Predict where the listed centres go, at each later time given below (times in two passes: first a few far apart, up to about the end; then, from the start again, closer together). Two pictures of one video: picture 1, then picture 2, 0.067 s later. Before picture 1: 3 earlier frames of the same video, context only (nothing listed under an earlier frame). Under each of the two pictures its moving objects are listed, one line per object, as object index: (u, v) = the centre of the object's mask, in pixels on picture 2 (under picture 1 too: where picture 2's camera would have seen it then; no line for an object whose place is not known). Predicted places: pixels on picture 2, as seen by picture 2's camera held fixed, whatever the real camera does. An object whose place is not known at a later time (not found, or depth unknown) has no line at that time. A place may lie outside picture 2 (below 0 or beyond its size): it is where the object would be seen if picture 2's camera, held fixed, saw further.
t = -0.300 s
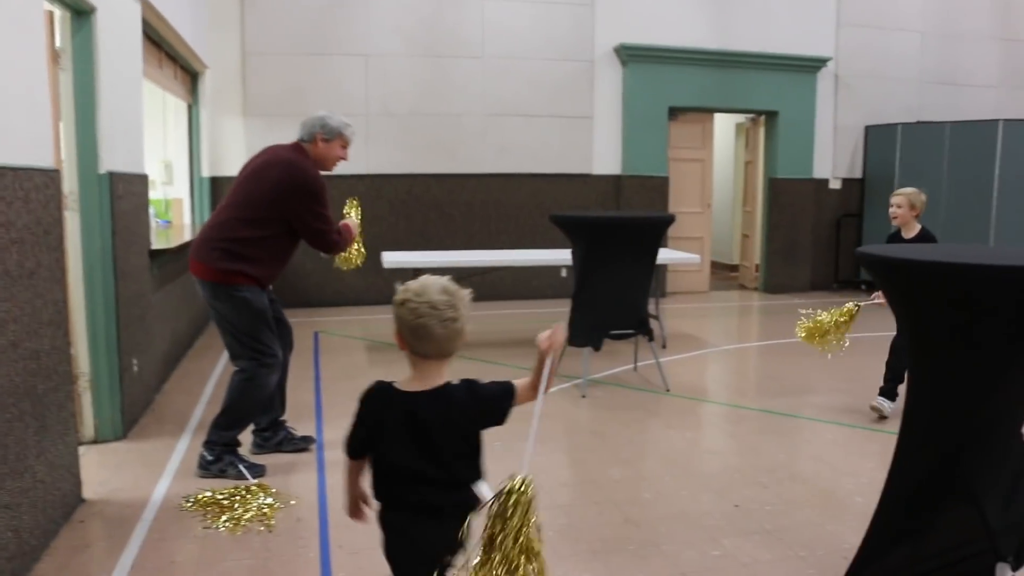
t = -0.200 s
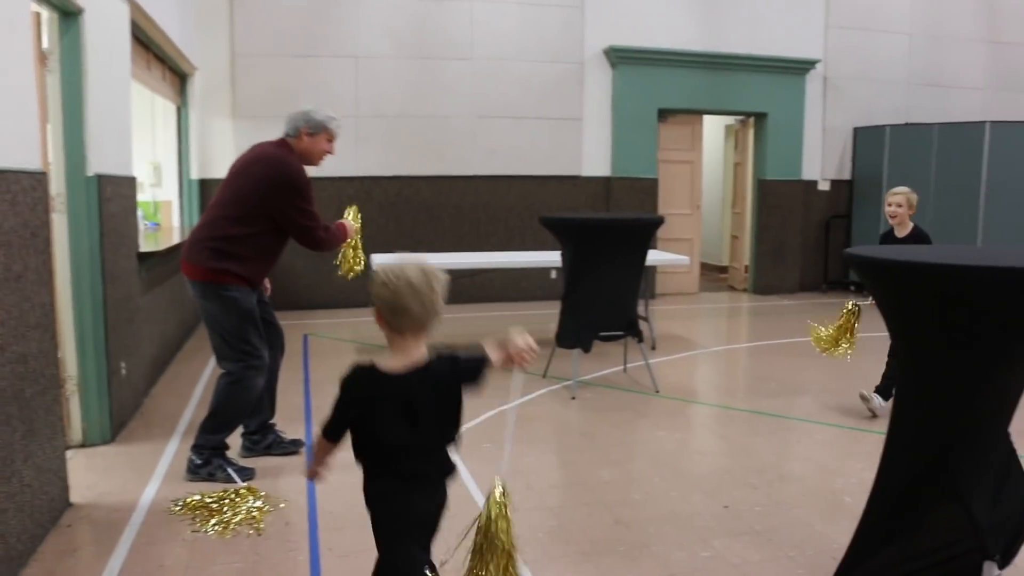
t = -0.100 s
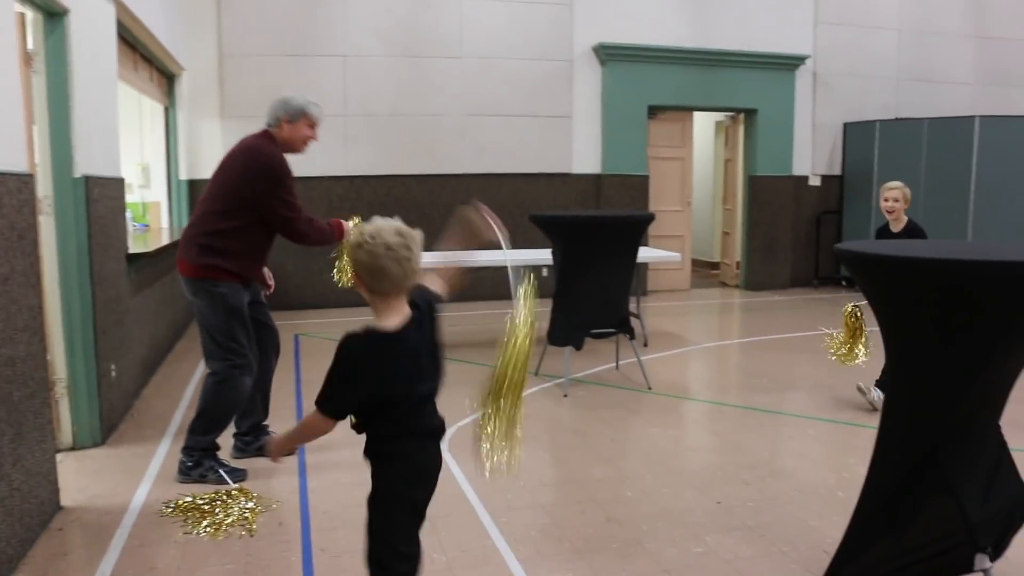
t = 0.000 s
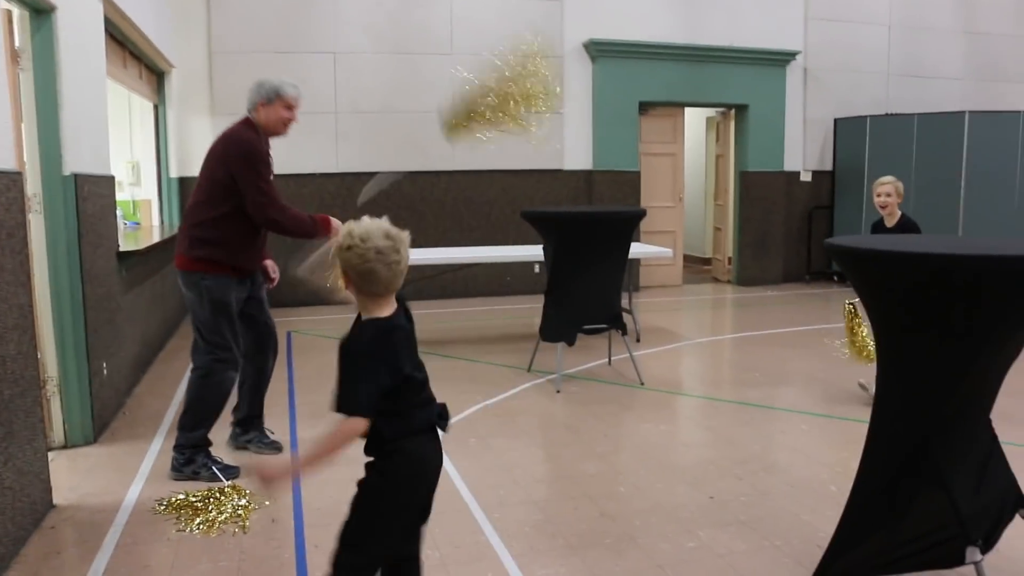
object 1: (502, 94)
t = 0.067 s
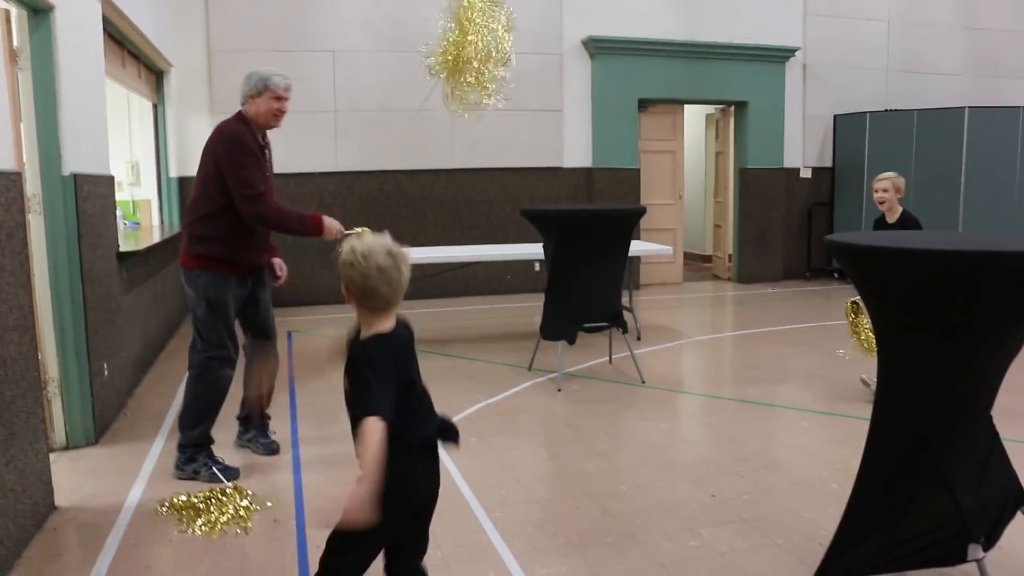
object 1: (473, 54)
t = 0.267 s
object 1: (450, 7)
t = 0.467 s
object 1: (443, 25)
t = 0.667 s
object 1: (443, 81)
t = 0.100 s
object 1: (465, 44)
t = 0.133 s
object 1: (462, 37)
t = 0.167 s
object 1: (462, 28)
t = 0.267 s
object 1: (450, 7)
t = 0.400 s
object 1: (442, 18)
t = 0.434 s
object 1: (442, 22)
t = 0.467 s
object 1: (443, 25)
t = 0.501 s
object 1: (444, 31)
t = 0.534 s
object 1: (445, 36)
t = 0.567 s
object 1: (445, 43)
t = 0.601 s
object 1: (446, 53)
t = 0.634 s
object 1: (444, 67)
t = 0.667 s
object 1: (443, 81)
